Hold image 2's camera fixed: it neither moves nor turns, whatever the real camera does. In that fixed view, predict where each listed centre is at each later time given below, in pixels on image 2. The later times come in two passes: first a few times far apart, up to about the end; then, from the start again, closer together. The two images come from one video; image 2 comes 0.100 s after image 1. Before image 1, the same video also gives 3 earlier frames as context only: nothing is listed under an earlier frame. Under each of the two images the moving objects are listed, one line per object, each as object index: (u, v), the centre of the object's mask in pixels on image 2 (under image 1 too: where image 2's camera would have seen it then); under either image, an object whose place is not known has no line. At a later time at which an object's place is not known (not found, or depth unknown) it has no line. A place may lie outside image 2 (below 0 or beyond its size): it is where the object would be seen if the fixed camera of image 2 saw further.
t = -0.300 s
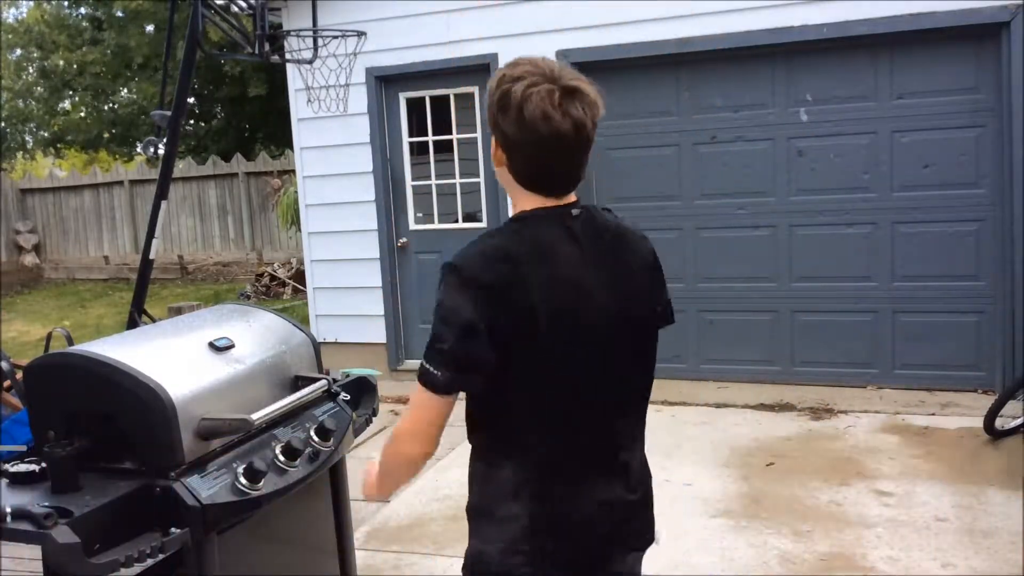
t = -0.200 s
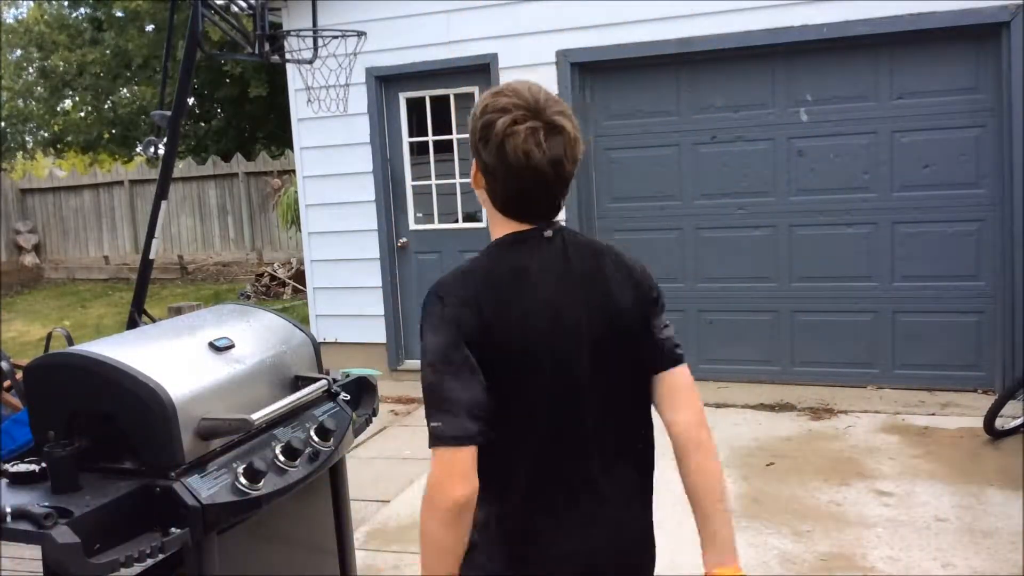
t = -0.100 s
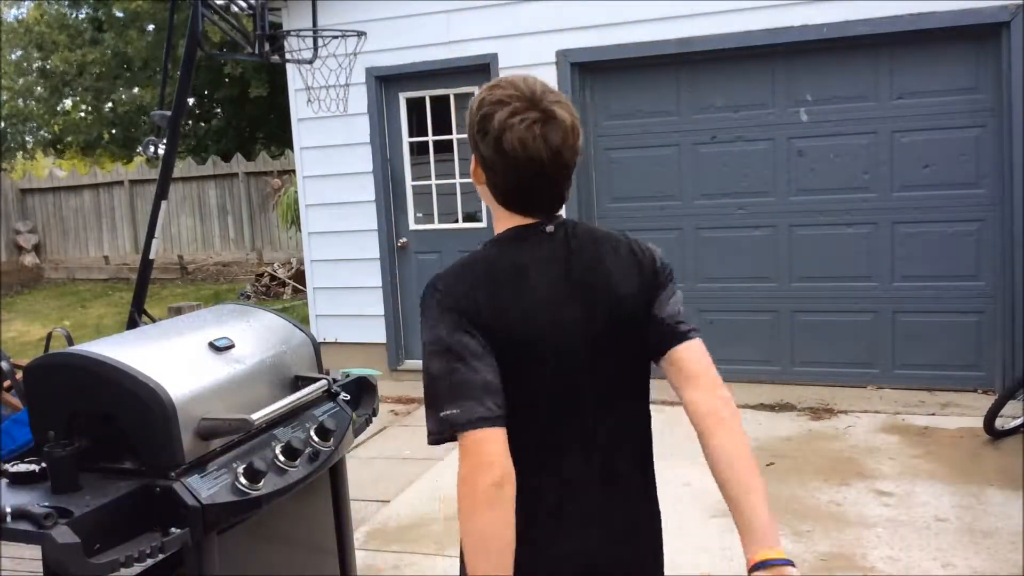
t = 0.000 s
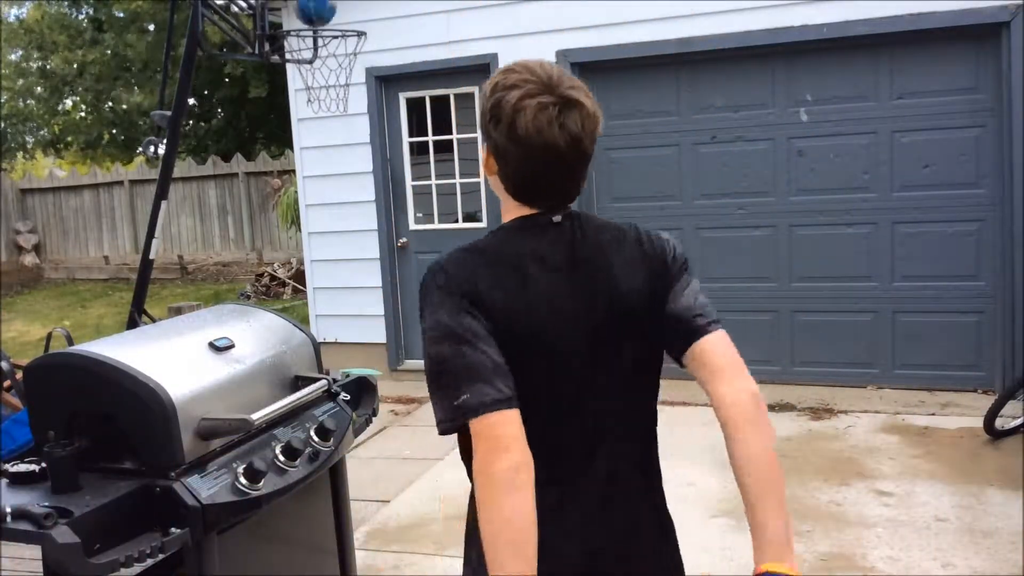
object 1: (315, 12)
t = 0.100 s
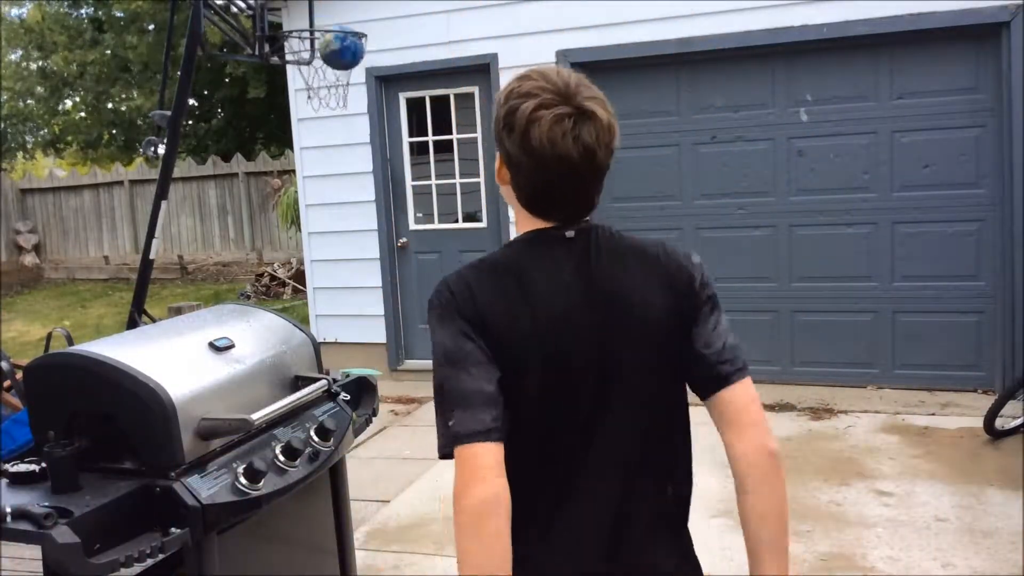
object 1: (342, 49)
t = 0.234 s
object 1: (320, 70)
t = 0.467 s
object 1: (304, 132)
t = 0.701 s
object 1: (303, 281)
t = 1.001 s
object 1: (298, 315)
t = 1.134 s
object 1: (284, 249)
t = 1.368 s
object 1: (273, 189)
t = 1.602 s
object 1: (270, 218)
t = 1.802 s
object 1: (277, 304)
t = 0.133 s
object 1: (338, 55)
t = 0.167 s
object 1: (332, 60)
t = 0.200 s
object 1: (325, 65)
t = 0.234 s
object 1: (320, 70)
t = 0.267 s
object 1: (315, 74)
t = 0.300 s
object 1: (311, 80)
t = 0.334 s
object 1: (309, 87)
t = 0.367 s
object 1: (308, 95)
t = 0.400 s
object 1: (306, 106)
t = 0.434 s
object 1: (305, 118)
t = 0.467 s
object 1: (304, 132)
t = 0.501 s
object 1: (303, 147)
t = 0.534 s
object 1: (302, 165)
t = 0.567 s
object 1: (302, 184)
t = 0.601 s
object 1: (301, 207)
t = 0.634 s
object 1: (302, 230)
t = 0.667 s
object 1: (302, 254)
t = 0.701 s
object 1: (303, 281)
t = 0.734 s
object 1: (304, 307)
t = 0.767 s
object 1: (314, 331)
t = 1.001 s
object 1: (298, 315)
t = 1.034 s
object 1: (291, 299)
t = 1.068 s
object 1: (288, 281)
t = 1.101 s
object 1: (286, 265)
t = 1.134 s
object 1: (284, 249)
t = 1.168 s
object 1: (281, 236)
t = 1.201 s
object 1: (279, 223)
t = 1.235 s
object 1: (277, 212)
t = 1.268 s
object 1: (276, 204)
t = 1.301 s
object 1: (275, 198)
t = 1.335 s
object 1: (274, 193)
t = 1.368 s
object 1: (273, 189)
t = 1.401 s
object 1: (273, 189)
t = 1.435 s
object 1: (272, 189)
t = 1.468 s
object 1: (272, 191)
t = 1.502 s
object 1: (271, 195)
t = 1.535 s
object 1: (270, 201)
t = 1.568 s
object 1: (270, 209)
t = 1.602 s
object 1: (270, 218)
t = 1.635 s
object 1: (271, 230)
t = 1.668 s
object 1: (270, 243)
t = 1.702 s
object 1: (271, 258)
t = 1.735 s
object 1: (272, 274)
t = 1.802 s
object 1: (277, 304)
